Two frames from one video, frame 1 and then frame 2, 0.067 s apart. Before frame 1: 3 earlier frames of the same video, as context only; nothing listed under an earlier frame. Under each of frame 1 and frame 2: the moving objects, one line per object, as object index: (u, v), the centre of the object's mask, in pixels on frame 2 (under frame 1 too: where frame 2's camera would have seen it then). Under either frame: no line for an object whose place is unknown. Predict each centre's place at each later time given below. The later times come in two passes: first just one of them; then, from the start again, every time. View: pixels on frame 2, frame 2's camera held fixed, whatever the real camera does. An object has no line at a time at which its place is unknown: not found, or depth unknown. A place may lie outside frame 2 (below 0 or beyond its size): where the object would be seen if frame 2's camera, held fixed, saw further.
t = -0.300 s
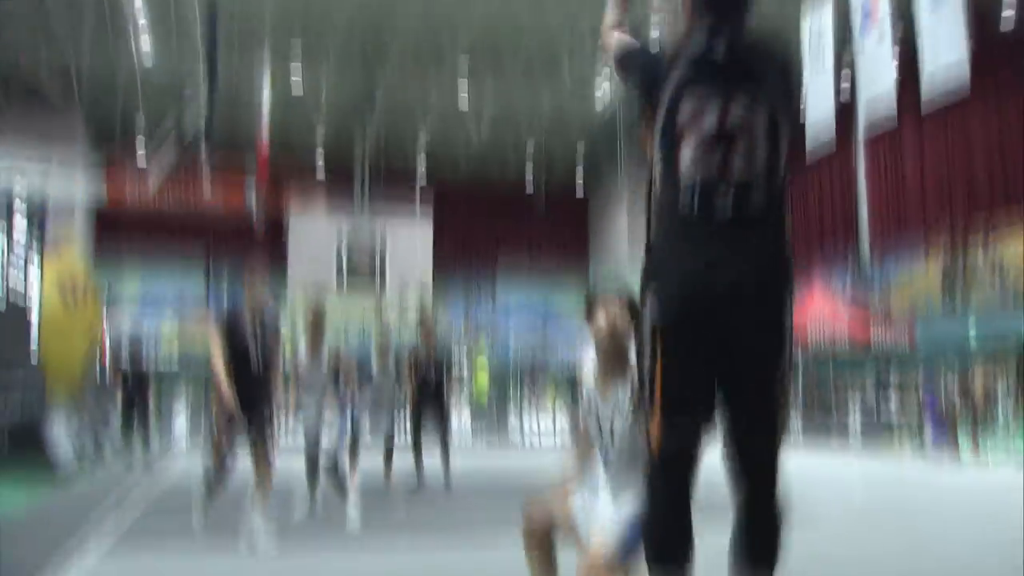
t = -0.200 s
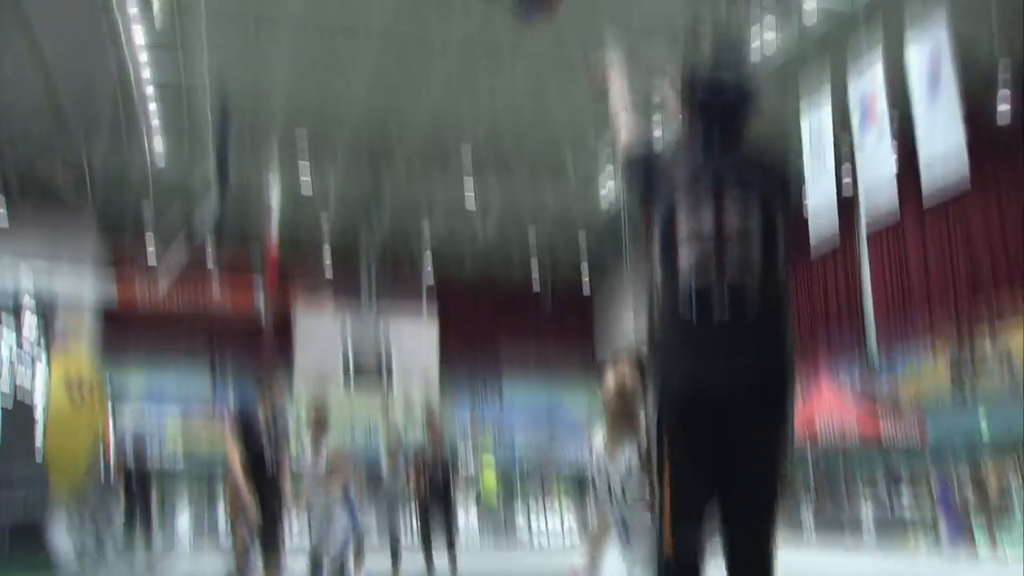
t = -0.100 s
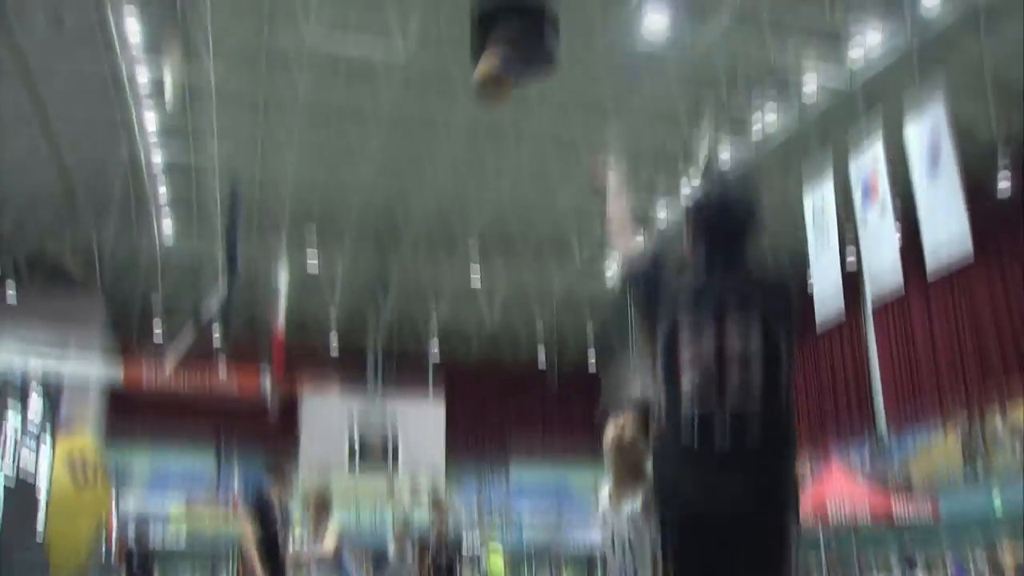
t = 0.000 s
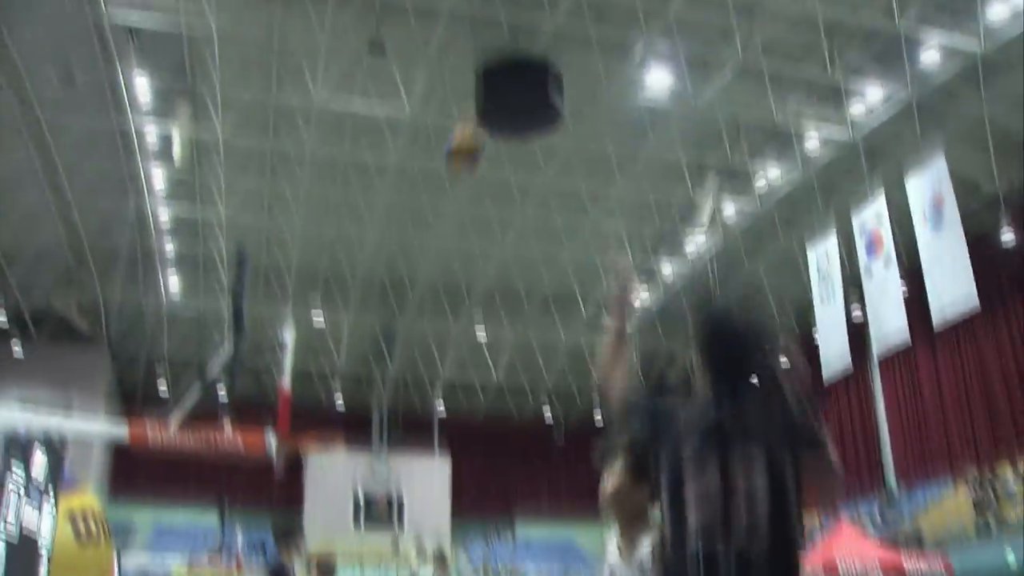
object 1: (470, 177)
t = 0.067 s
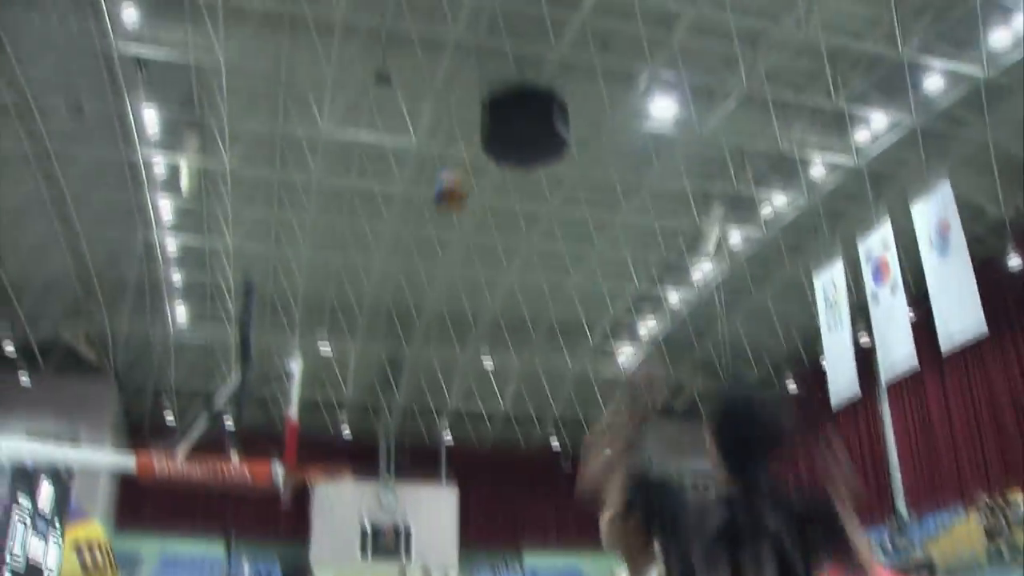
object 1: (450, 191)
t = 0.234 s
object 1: (416, 240)
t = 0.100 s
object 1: (442, 199)
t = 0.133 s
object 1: (432, 209)
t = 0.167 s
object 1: (426, 219)
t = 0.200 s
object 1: (420, 229)
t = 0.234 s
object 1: (416, 240)
